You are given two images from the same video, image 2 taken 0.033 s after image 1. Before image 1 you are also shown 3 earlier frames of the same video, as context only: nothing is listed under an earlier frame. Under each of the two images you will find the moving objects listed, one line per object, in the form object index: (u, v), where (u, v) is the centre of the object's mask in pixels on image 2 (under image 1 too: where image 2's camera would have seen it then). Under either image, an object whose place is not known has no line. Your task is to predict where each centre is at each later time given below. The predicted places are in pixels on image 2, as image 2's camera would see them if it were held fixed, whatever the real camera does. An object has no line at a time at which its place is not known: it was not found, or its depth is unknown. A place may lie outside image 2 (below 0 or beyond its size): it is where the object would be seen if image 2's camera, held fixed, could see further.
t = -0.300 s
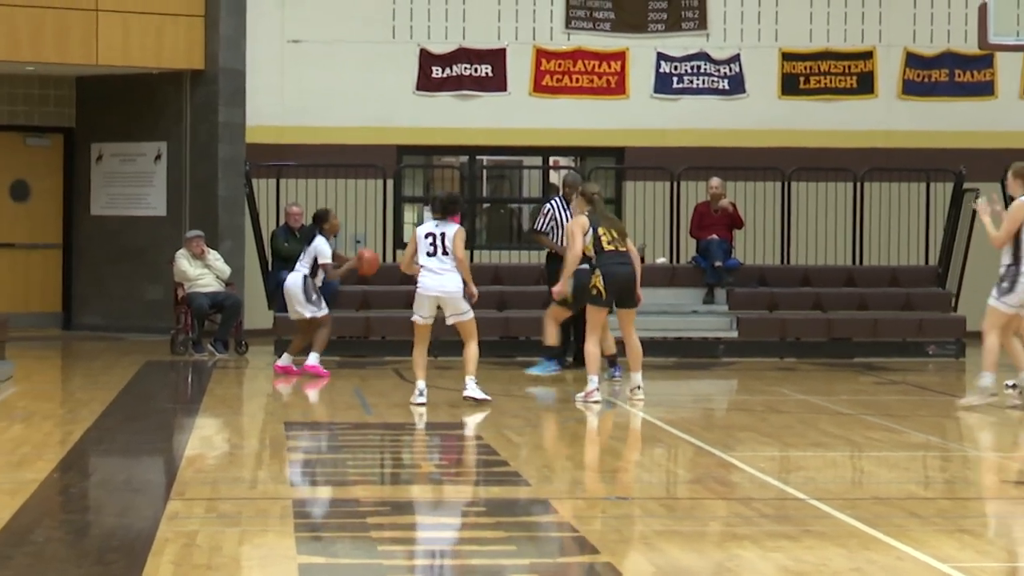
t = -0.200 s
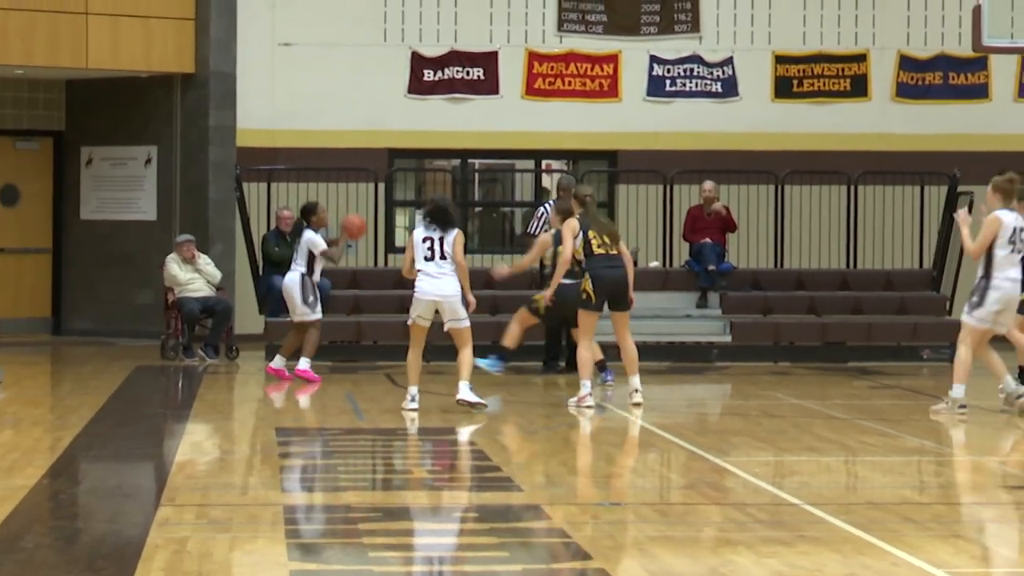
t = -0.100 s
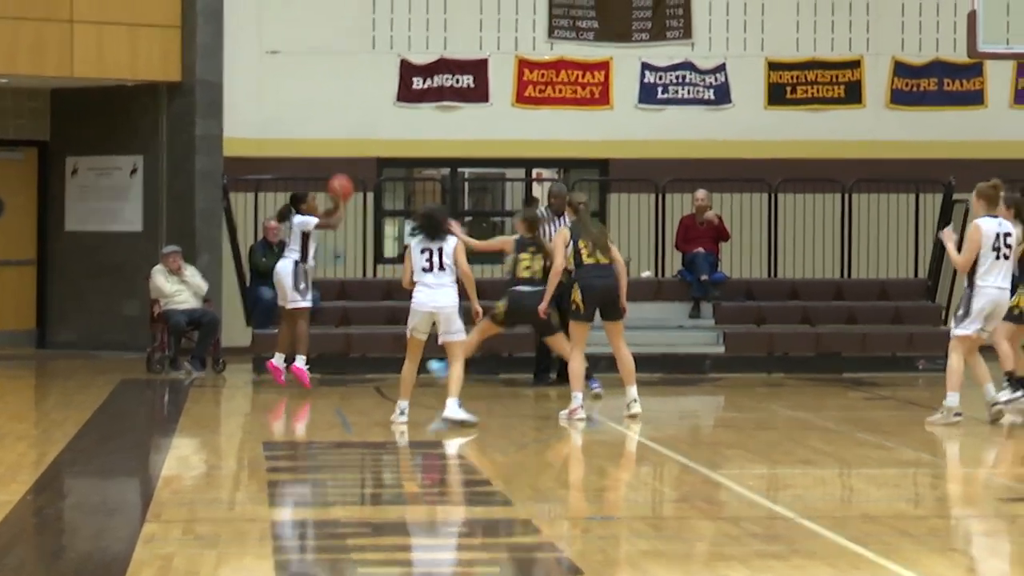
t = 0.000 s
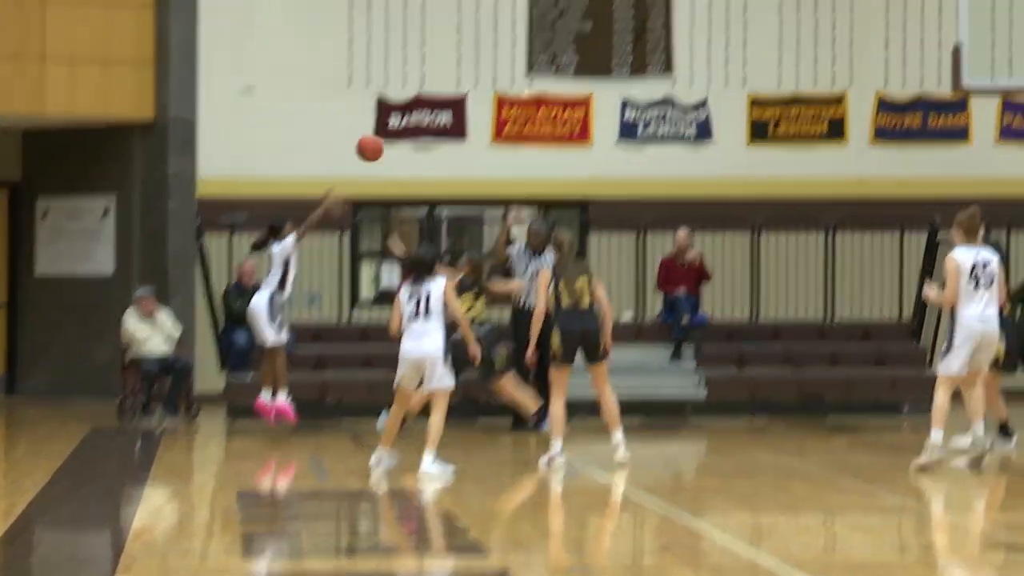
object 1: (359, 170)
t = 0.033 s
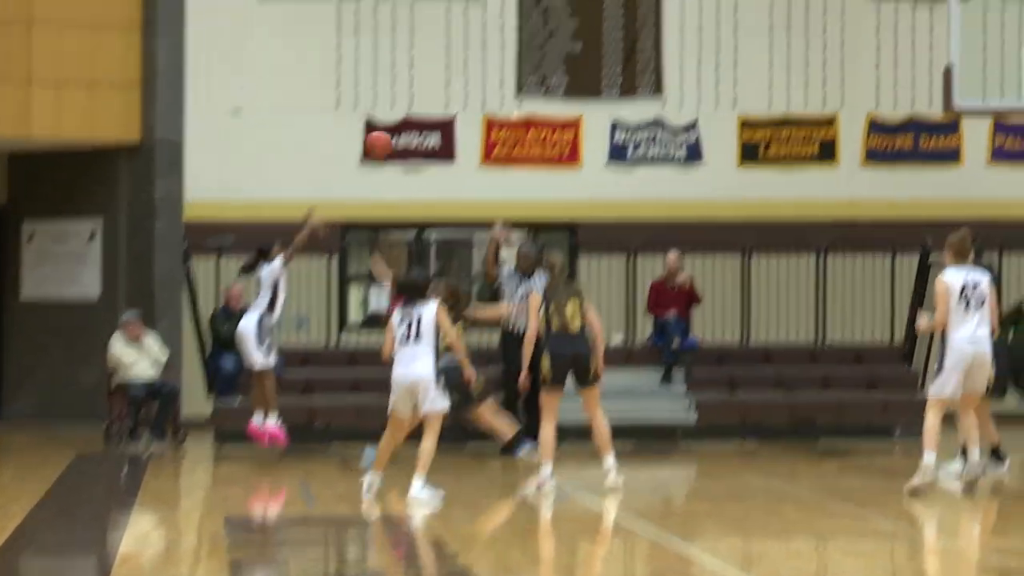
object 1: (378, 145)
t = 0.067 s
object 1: (398, 119)
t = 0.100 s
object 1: (416, 95)
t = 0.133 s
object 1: (436, 72)
